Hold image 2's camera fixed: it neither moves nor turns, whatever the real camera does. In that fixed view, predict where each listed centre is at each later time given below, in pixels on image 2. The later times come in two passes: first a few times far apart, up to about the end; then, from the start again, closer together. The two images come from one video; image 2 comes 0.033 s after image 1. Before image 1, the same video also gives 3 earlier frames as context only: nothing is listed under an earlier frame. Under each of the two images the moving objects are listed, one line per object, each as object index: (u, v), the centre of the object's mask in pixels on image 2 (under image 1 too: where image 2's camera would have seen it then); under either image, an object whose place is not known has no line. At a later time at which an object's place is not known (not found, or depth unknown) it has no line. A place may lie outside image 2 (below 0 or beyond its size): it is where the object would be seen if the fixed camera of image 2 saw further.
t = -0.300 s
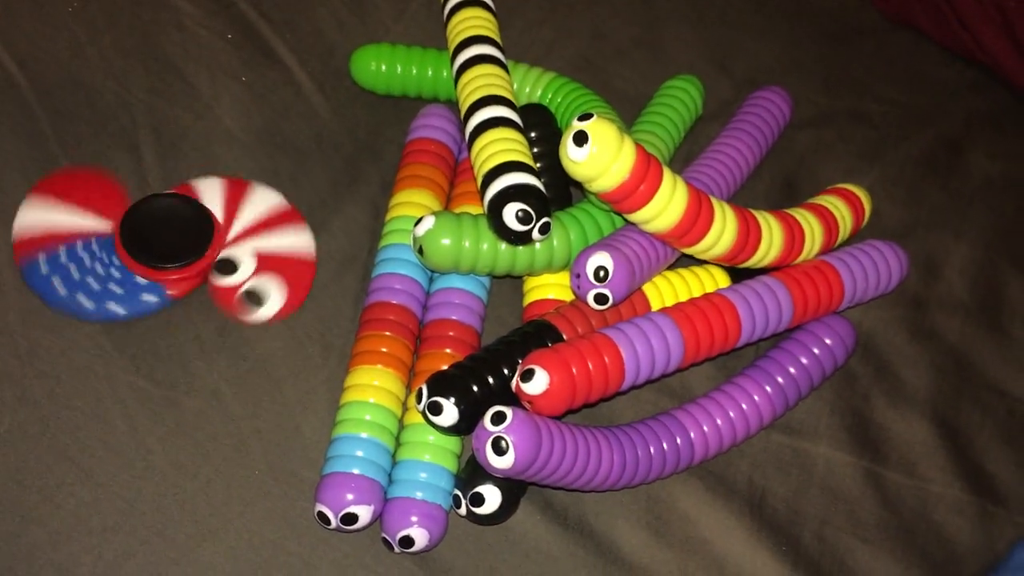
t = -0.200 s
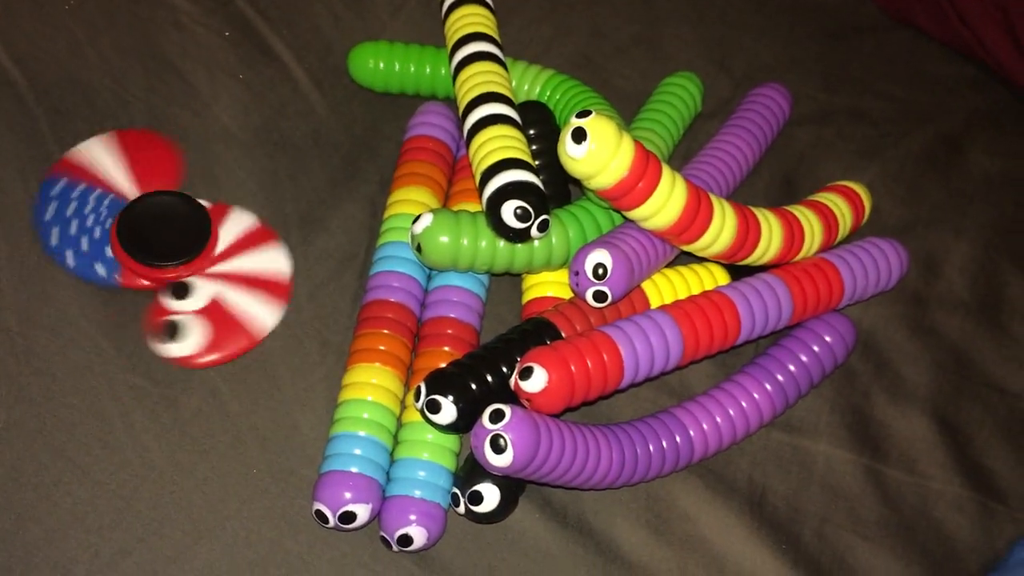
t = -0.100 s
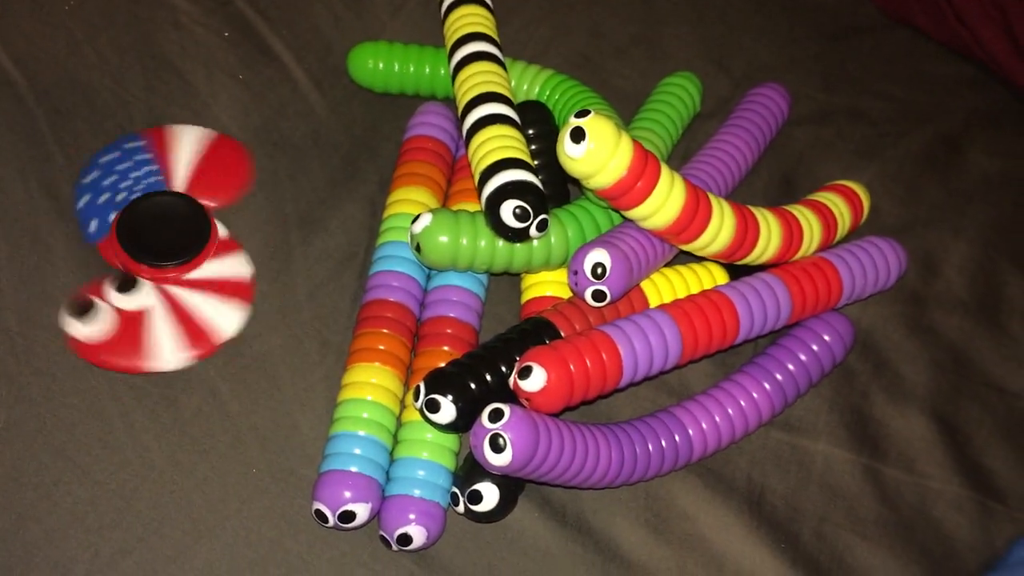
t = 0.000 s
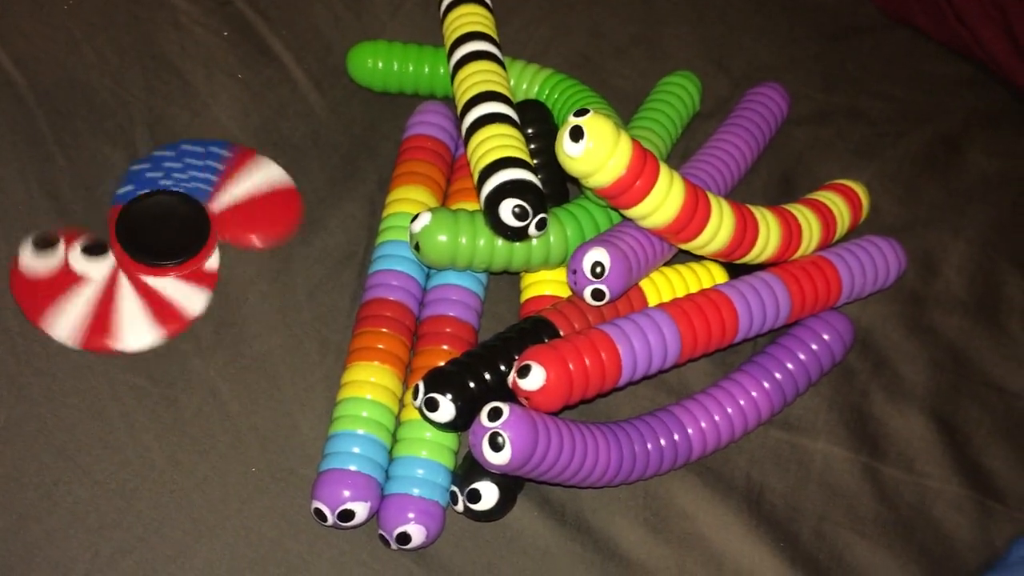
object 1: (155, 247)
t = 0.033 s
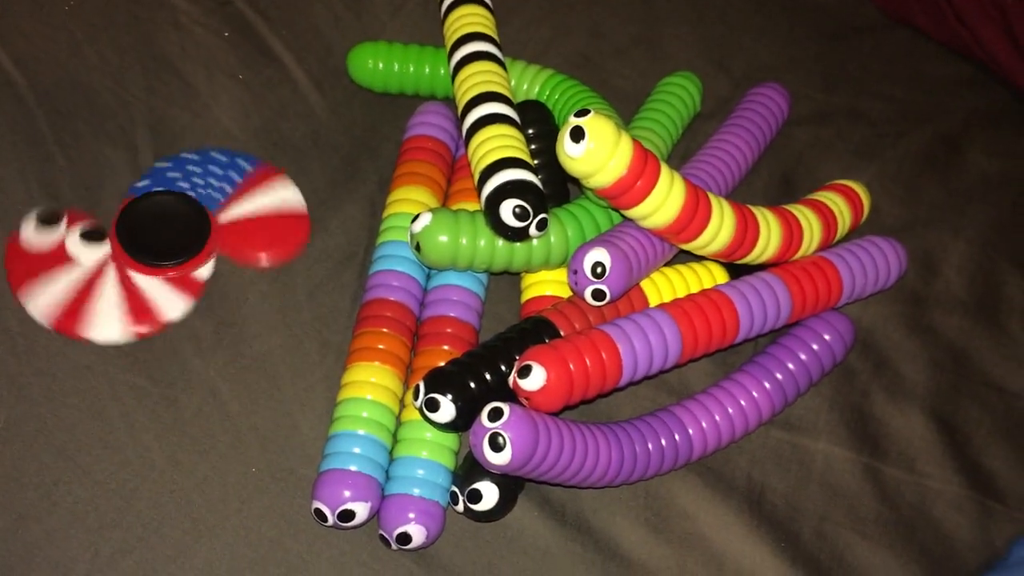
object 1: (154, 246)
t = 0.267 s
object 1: (168, 247)
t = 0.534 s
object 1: (160, 244)
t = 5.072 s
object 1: (168, 244)
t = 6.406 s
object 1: (166, 249)
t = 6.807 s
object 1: (162, 244)
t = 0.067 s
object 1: (156, 243)
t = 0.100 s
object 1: (157, 241)
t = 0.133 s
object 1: (160, 241)
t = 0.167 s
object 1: (164, 241)
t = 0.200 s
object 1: (166, 242)
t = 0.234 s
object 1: (167, 244)
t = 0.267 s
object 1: (168, 247)
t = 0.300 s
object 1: (167, 249)
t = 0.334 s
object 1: (164, 250)
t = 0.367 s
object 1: (162, 250)
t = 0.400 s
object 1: (160, 250)
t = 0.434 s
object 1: (158, 249)
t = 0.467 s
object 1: (158, 247)
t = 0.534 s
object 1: (160, 244)
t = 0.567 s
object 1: (162, 244)
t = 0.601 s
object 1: (163, 245)
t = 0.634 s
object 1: (164, 246)
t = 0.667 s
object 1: (165, 248)
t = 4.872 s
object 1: (158, 242)
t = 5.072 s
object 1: (168, 244)
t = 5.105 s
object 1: (168, 246)
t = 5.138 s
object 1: (167, 247)
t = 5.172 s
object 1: (166, 249)
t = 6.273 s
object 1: (167, 243)
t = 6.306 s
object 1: (168, 245)
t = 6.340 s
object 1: (168, 246)
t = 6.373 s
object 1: (168, 248)
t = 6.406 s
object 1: (166, 249)
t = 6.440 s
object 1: (165, 250)
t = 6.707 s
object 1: (158, 246)
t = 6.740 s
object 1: (159, 245)
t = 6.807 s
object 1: (162, 244)
